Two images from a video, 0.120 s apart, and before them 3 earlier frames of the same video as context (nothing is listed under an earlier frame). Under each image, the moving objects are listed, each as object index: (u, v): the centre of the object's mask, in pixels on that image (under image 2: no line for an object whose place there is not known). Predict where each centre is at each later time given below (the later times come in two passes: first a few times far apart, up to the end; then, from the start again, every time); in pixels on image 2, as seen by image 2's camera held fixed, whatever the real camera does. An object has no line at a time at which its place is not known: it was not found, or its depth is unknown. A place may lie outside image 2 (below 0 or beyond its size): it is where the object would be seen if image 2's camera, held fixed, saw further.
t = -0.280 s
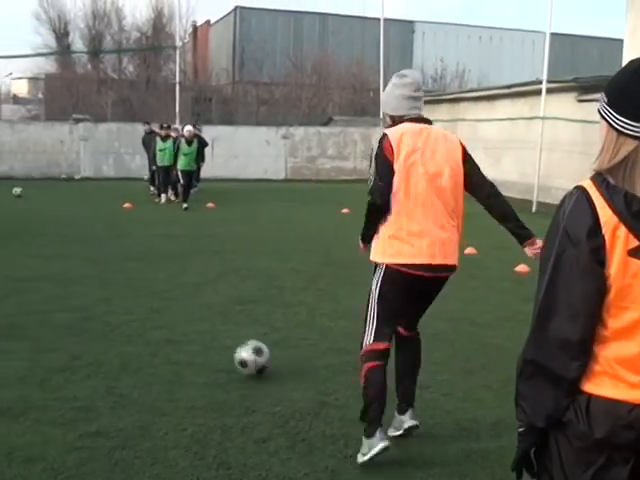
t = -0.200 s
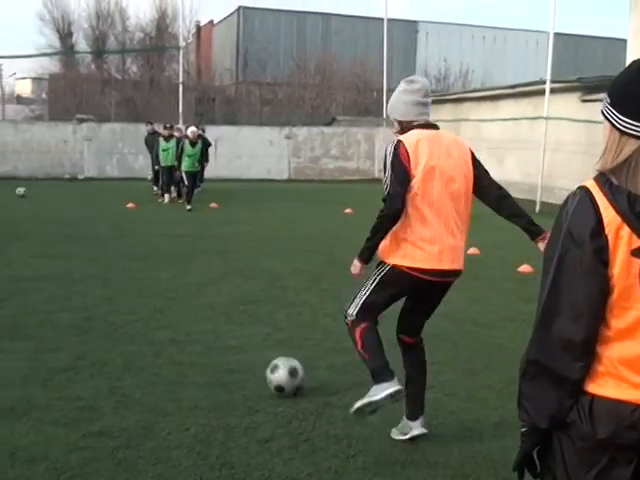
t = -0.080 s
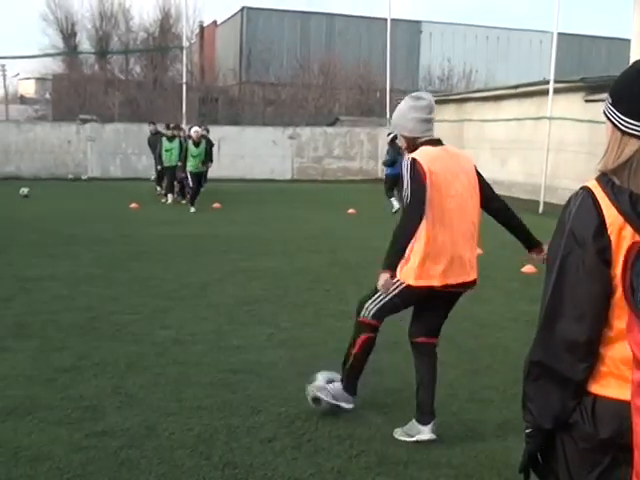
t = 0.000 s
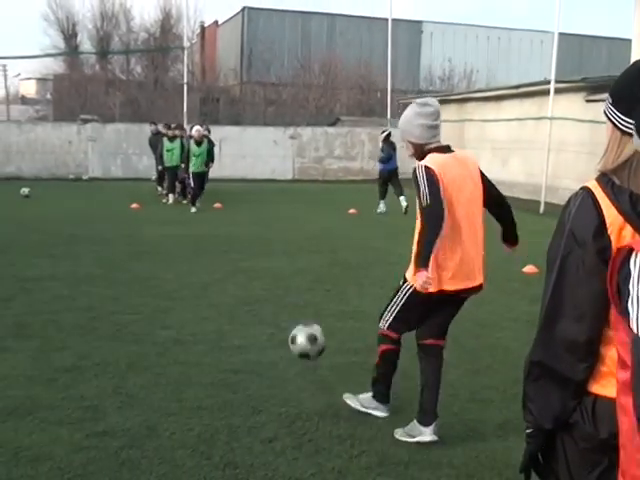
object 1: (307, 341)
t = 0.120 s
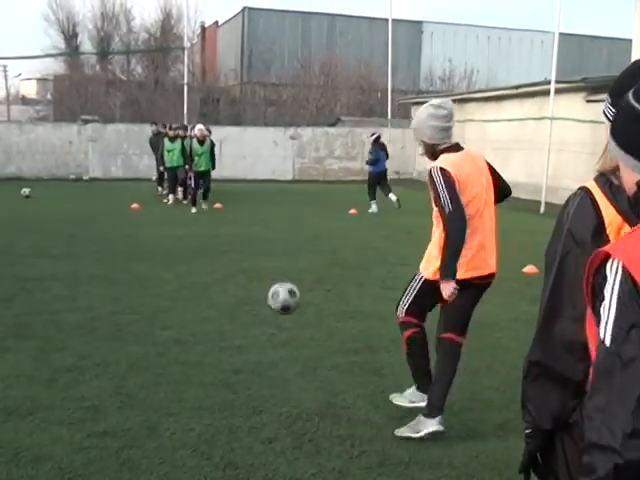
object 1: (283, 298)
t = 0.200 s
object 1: (269, 285)
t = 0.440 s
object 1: (240, 285)
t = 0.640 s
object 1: (225, 262)
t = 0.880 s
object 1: (213, 249)
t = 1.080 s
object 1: (204, 241)
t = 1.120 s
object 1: (203, 241)
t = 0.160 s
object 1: (276, 290)
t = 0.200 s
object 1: (269, 285)
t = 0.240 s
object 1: (263, 284)
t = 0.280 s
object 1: (258, 284)
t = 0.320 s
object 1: (253, 285)
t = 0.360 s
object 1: (247, 290)
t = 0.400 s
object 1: (243, 295)
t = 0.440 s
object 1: (240, 285)
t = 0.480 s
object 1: (236, 276)
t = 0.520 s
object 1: (234, 269)
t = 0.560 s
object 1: (231, 265)
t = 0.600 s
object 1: (228, 263)
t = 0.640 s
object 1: (225, 262)
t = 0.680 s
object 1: (223, 263)
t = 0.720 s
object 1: (221, 265)
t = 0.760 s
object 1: (219, 258)
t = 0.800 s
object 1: (216, 254)
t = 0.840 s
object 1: (214, 250)
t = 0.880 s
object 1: (213, 249)
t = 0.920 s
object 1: (210, 249)
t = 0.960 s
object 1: (209, 249)
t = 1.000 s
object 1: (207, 245)
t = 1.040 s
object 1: (206, 242)
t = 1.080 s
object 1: (204, 241)
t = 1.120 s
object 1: (203, 241)
